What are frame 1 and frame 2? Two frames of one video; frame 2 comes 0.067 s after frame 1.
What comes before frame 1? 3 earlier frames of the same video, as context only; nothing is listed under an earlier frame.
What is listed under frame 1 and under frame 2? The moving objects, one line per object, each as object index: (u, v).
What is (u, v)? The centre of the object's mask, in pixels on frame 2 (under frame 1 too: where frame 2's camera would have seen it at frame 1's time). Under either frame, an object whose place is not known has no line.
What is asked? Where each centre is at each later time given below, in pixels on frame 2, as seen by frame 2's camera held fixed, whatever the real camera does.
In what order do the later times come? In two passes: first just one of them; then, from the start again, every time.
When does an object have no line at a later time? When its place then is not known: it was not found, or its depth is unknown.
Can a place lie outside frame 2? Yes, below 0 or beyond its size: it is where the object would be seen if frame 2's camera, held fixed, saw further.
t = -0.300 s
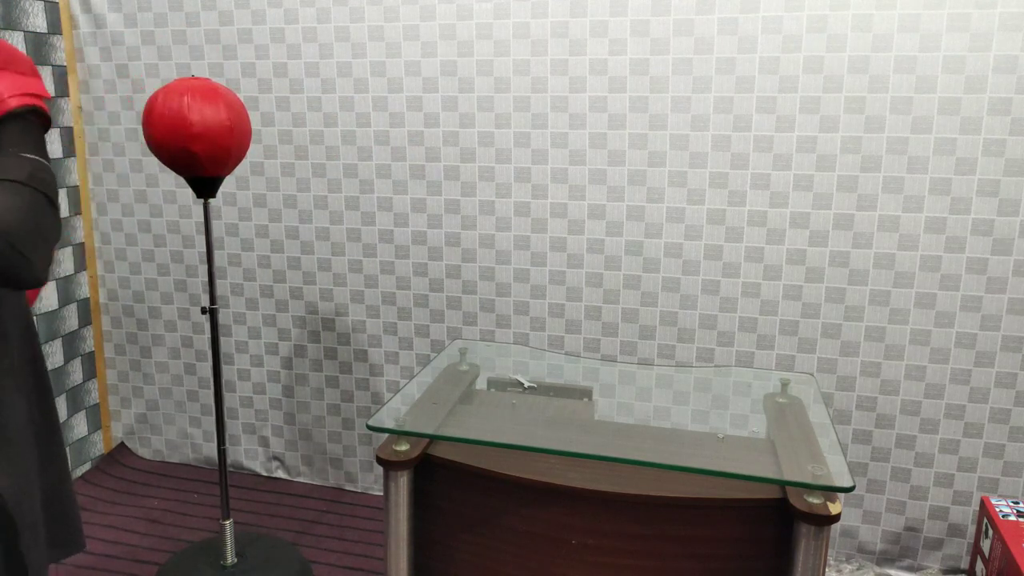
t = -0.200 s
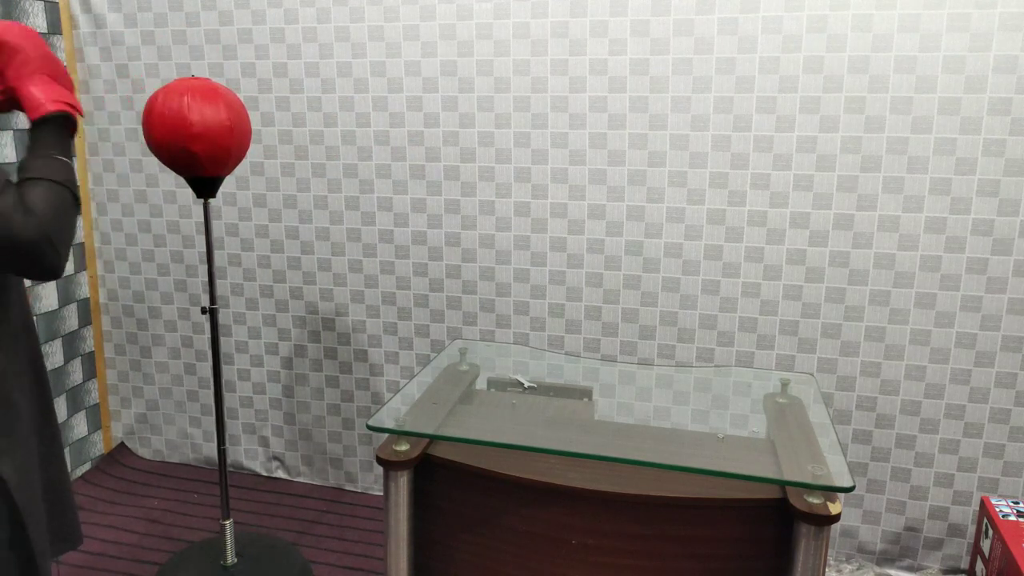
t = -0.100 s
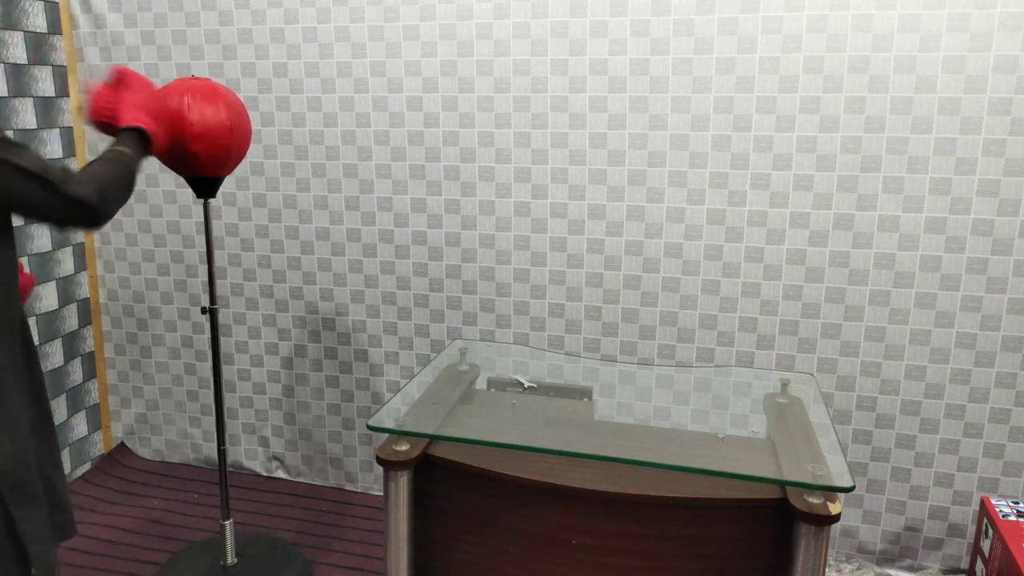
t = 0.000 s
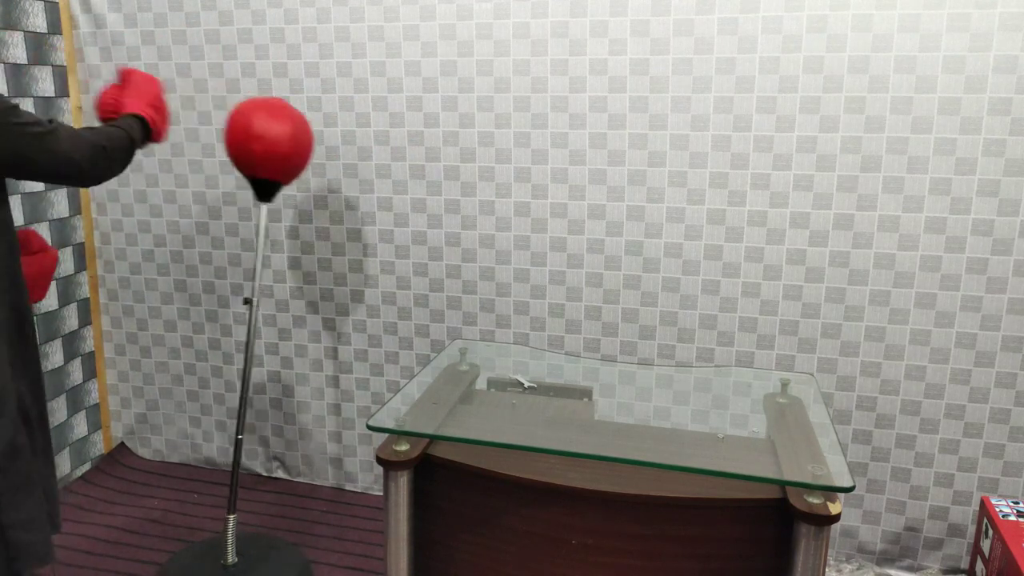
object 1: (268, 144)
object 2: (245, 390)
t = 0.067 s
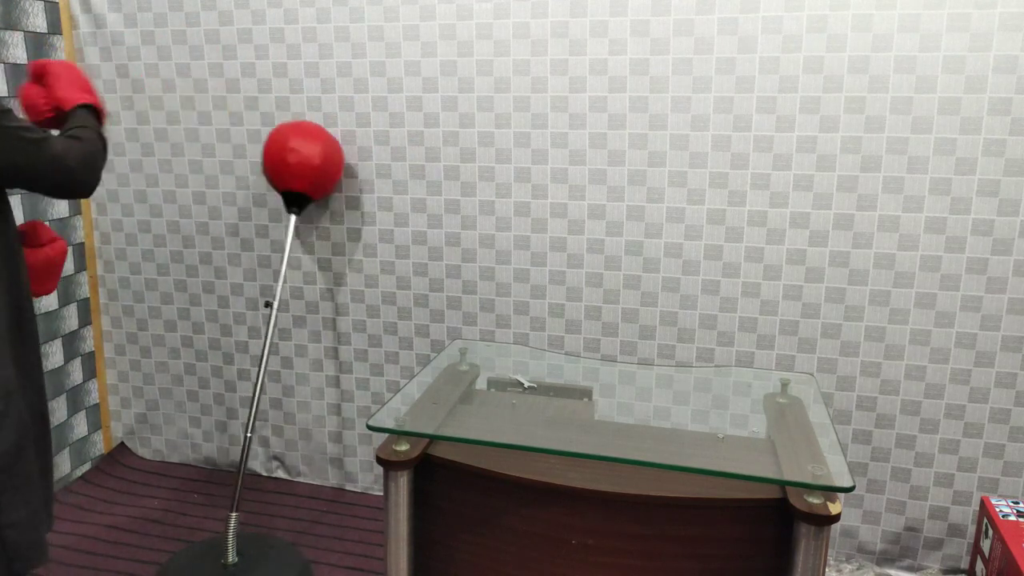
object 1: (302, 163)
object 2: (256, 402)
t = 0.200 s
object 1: (297, 156)
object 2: (251, 402)
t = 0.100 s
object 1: (310, 169)
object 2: (258, 405)
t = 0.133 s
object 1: (310, 168)
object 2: (257, 404)
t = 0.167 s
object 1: (306, 164)
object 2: (255, 403)
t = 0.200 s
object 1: (297, 156)
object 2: (251, 402)
